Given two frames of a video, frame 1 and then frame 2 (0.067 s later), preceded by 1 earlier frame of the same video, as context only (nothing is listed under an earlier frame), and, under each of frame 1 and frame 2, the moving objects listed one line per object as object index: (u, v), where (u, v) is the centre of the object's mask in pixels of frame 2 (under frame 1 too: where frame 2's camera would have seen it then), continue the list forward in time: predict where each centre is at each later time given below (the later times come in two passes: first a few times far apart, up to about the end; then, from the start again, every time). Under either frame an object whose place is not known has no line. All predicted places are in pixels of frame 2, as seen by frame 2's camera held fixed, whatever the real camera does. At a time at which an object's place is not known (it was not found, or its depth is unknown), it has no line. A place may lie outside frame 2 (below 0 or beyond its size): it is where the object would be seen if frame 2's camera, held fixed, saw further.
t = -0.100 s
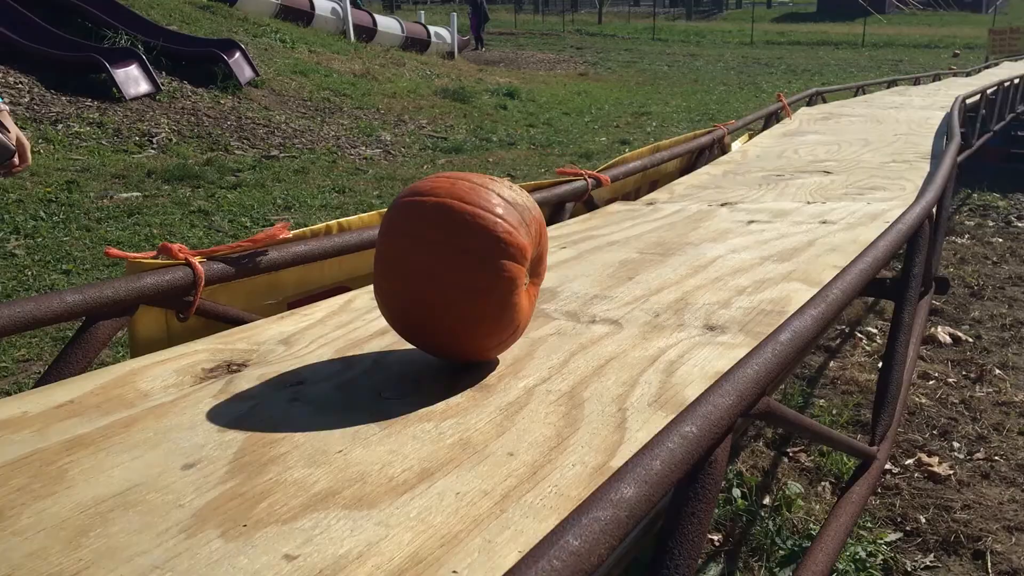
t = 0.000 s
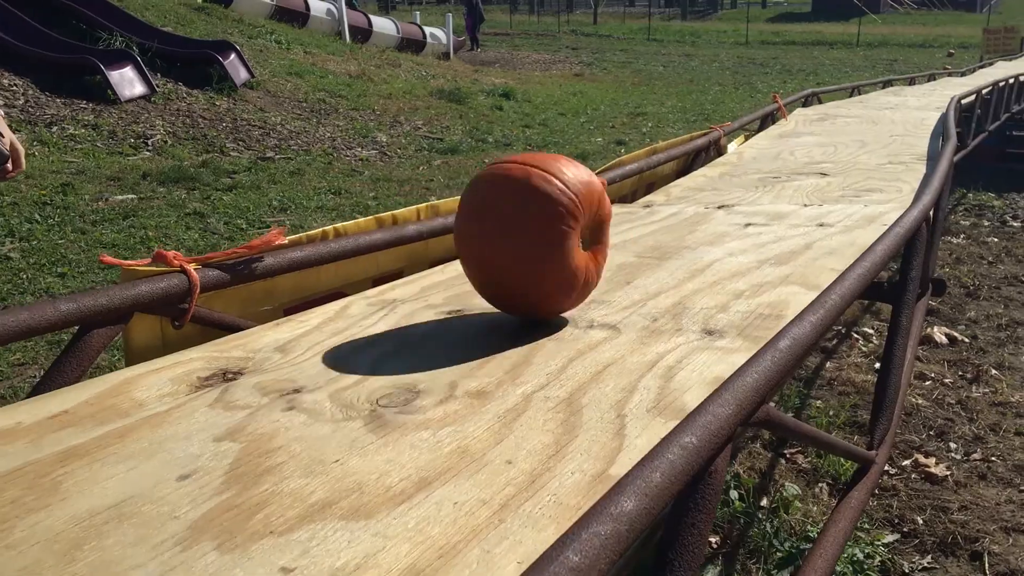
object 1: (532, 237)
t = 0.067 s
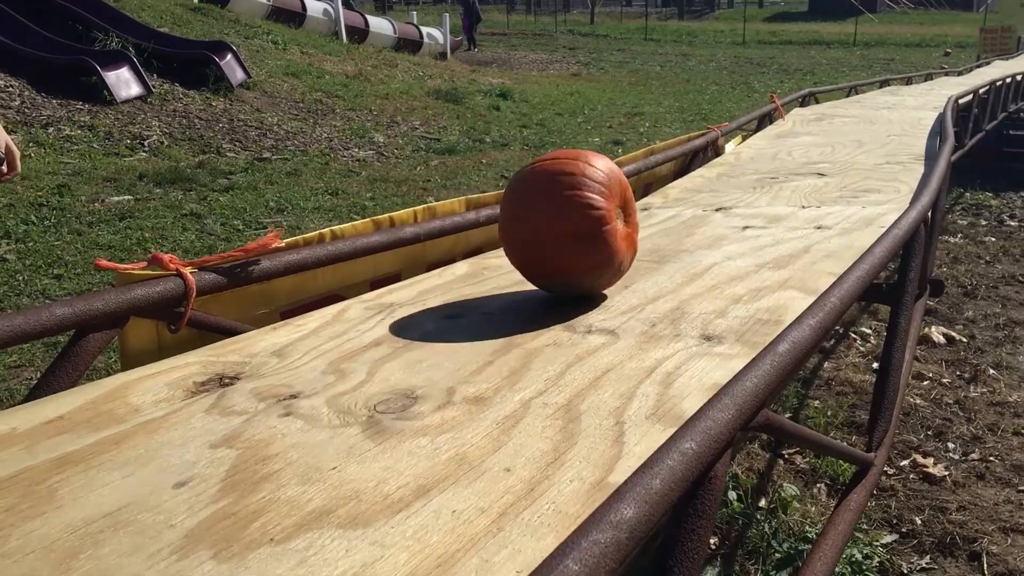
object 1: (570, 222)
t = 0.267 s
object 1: (646, 181)
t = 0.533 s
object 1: (686, 156)
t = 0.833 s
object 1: (760, 131)
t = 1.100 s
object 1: (802, 117)
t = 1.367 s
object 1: (825, 100)
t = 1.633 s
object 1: (837, 90)
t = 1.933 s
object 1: (846, 83)
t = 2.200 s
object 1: (871, 79)
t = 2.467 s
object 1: (899, 77)
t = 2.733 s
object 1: (922, 71)
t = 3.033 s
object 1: (940, 71)
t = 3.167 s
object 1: (945, 71)
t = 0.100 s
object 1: (587, 210)
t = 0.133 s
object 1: (601, 200)
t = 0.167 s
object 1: (616, 198)
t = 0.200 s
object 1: (626, 190)
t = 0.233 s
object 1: (636, 183)
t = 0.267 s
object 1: (646, 181)
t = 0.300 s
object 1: (653, 173)
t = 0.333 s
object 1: (659, 166)
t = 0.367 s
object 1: (665, 166)
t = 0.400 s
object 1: (671, 162)
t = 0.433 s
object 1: (675, 153)
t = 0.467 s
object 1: (680, 150)
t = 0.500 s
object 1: (684, 157)
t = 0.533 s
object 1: (686, 156)
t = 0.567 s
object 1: (689, 152)
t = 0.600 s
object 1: (690, 146)
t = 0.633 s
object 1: (697, 138)
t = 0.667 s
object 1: (711, 132)
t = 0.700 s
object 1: (723, 132)
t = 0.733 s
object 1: (736, 135)
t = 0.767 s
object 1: (746, 135)
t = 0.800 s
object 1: (754, 131)
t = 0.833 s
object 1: (760, 131)
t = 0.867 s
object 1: (767, 129)
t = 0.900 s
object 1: (773, 124)
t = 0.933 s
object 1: (780, 122)
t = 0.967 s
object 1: (785, 124)
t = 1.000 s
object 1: (790, 118)
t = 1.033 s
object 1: (795, 114)
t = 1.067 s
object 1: (799, 116)
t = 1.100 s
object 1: (802, 117)
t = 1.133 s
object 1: (805, 115)
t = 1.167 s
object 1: (810, 112)
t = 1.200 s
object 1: (813, 109)
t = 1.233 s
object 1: (816, 109)
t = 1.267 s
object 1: (819, 106)
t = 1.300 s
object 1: (821, 104)
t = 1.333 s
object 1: (823, 104)
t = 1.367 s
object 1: (825, 100)
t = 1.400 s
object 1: (826, 98)
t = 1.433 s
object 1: (828, 98)
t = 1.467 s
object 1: (830, 94)
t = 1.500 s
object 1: (832, 92)
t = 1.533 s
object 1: (833, 94)
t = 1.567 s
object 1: (835, 90)
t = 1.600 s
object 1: (836, 89)
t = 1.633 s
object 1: (837, 90)
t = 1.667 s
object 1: (838, 88)
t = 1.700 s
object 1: (839, 85)
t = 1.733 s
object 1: (840, 81)
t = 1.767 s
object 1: (842, 78)
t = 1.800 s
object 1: (843, 80)
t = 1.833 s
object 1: (843, 84)
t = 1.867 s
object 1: (844, 86)
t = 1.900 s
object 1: (845, 84)
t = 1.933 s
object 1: (846, 83)
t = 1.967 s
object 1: (846, 84)
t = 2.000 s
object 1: (848, 81)
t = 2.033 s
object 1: (848, 81)
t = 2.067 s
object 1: (851, 82)
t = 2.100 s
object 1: (857, 82)
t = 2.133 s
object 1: (862, 81)
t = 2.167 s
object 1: (867, 79)
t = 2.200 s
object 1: (871, 79)
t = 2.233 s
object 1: (875, 79)
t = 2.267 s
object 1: (878, 79)
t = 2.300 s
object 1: (882, 79)
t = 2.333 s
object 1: (886, 76)
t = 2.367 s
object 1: (889, 76)
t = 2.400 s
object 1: (893, 78)
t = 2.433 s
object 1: (896, 77)
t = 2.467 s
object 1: (899, 77)
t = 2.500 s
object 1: (902, 76)
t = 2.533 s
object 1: (905, 76)
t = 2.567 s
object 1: (908, 75)
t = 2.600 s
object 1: (912, 73)
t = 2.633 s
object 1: (915, 74)
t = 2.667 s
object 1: (917, 73)
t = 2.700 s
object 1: (920, 73)
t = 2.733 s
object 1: (922, 71)
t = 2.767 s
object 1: (925, 72)
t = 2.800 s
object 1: (927, 71)
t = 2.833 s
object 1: (929, 69)
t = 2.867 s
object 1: (931, 71)
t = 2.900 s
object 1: (933, 73)
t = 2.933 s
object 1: (935, 72)
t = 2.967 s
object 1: (937, 72)
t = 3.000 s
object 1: (939, 73)
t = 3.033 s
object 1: (940, 71)
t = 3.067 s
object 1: (942, 69)
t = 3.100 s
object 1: (943, 71)
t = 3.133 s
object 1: (944, 71)
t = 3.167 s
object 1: (945, 71)
